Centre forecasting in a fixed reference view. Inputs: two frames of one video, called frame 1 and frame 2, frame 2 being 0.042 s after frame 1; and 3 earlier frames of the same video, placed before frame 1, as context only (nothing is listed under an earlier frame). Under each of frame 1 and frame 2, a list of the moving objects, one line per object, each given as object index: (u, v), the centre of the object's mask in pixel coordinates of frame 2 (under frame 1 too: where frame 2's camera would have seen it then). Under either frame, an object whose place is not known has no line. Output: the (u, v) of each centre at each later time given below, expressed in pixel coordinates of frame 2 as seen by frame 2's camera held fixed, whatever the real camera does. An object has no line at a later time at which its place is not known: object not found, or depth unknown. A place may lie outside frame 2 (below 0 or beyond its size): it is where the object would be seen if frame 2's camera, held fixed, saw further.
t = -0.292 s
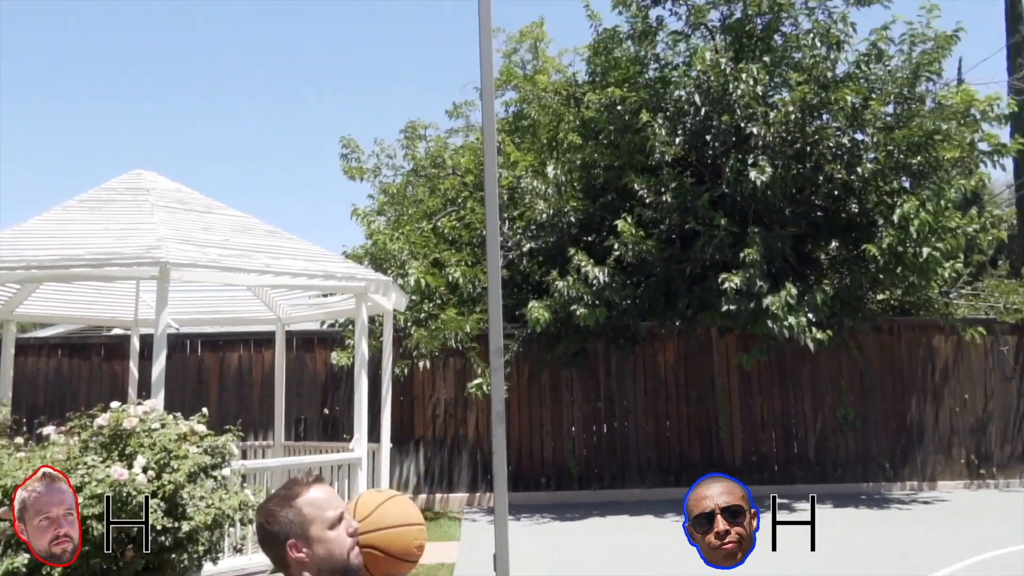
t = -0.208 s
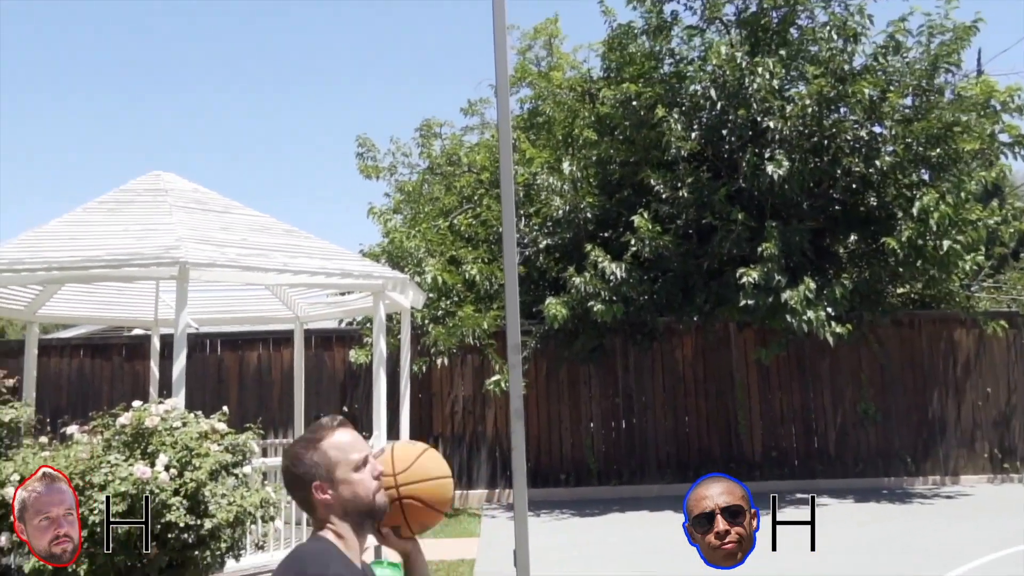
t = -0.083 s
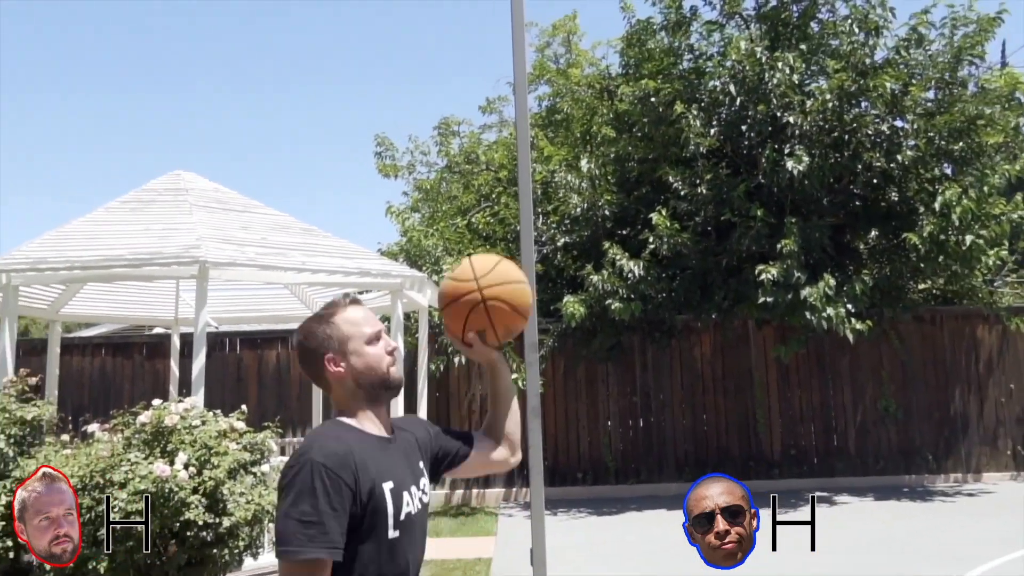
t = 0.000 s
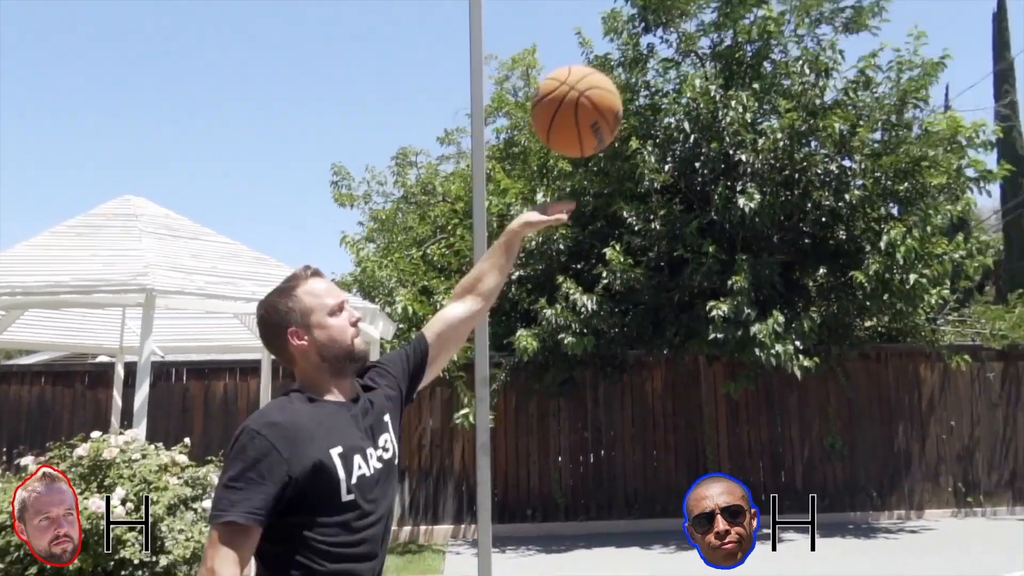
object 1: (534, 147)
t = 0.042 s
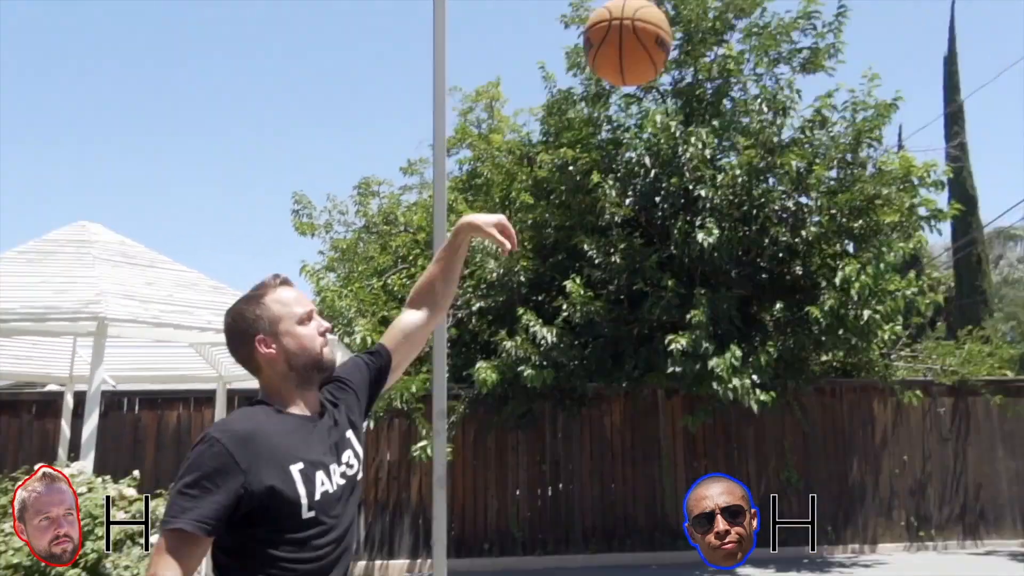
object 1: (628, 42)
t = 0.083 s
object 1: (713, -30)
